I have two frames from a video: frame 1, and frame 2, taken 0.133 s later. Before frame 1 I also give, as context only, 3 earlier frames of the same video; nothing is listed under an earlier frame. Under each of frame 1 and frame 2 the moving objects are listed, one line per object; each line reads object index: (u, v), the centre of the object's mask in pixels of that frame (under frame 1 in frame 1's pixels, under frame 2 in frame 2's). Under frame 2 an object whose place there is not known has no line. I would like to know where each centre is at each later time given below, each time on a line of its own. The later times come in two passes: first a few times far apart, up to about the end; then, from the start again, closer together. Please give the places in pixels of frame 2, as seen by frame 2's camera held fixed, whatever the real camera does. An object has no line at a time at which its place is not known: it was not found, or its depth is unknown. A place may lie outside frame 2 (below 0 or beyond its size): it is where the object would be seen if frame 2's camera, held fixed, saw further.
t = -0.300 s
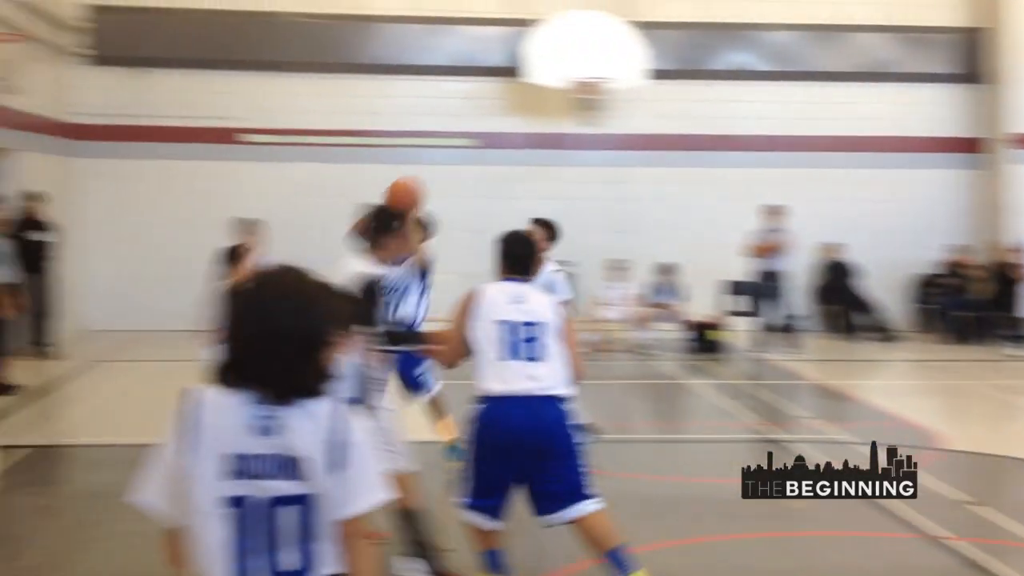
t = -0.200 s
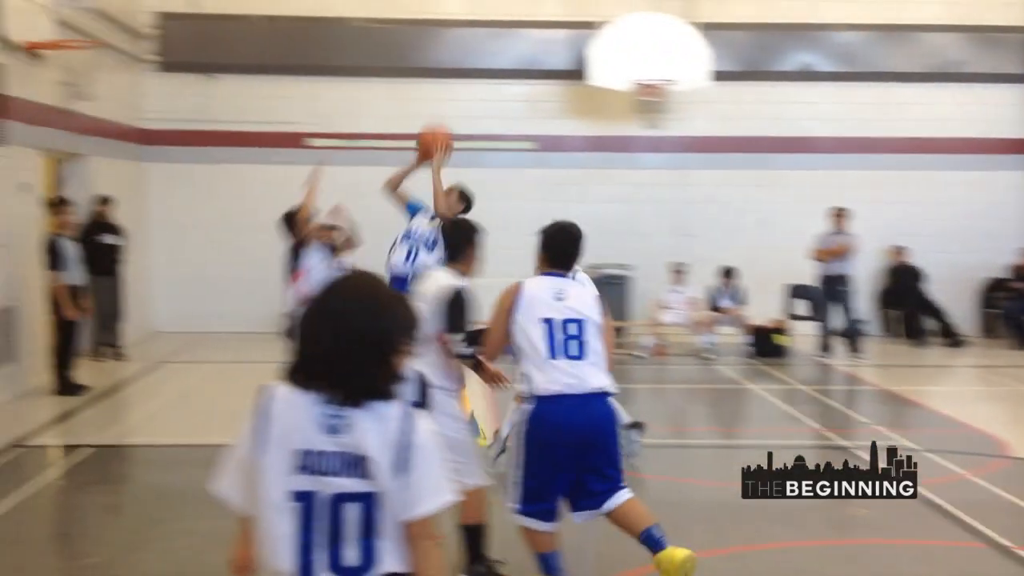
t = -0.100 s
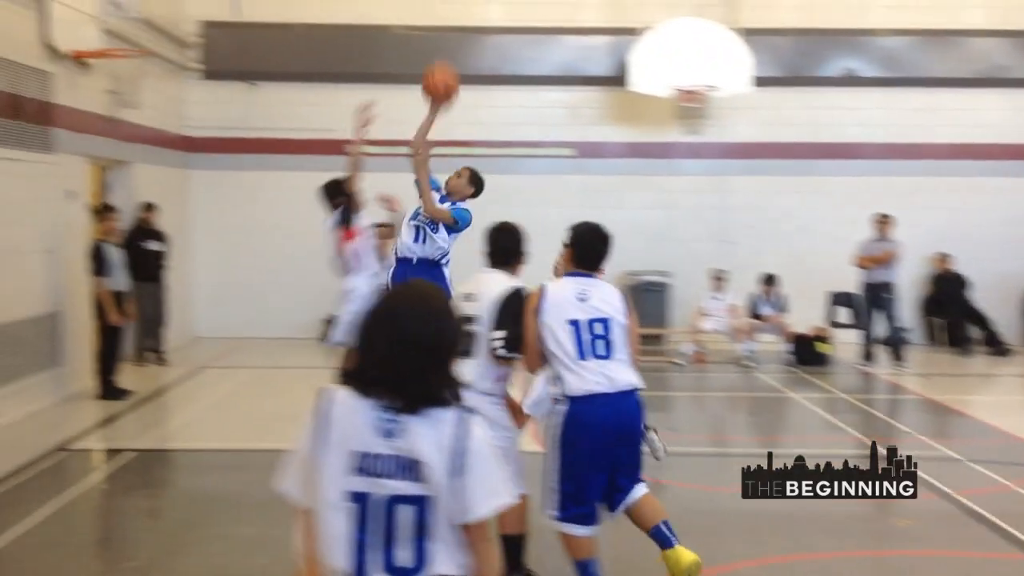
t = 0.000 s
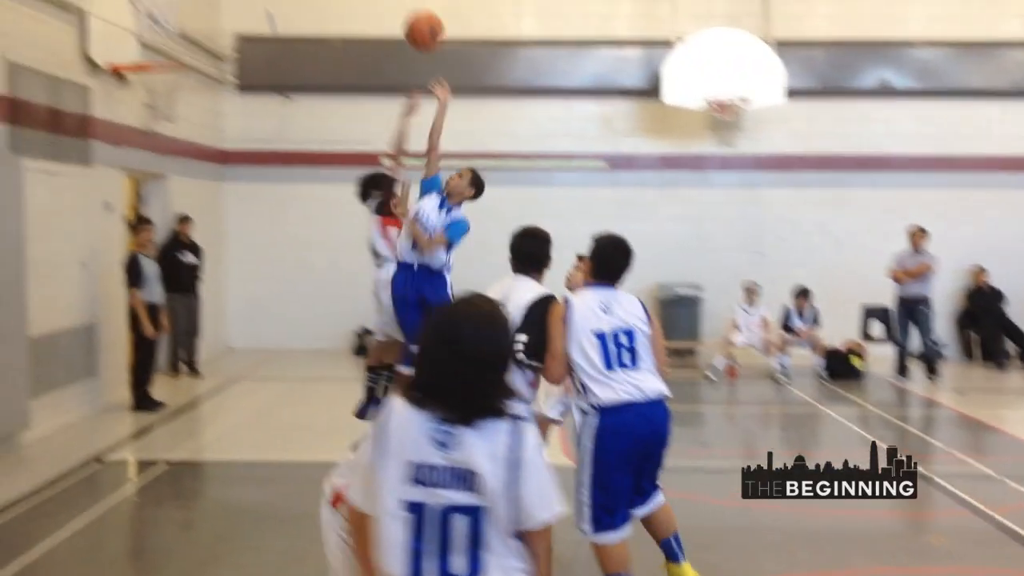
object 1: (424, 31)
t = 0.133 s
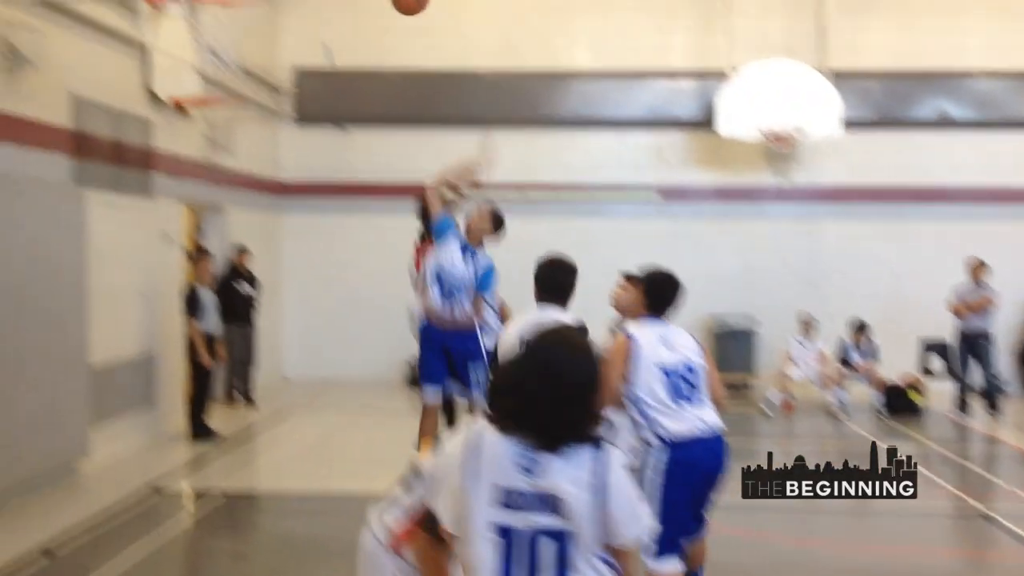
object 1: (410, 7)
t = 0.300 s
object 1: (318, -45)
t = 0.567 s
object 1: (179, -60)
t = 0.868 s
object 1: (190, -92)
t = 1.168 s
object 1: (232, -24)
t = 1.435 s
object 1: (233, 64)
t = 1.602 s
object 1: (220, 158)
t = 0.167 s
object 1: (392, -7)
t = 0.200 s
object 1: (373, -19)
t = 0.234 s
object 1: (355, -30)
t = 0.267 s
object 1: (338, -39)
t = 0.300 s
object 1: (318, -45)
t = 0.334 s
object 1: (298, -52)
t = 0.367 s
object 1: (281, -56)
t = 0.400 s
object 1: (262, -58)
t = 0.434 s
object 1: (242, -57)
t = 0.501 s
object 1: (202, -48)
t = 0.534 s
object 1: (185, -47)
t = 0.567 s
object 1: (179, -60)
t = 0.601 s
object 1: (174, -72)
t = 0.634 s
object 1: (168, -82)
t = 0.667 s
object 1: (162, -89)
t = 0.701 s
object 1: (162, -93)
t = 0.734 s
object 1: (168, -95)
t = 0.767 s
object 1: (174, -96)
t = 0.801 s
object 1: (179, -96)
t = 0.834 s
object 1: (185, -95)
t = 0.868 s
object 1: (190, -92)
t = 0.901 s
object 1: (195, -86)
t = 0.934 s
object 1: (199, -79)
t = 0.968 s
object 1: (203, -69)
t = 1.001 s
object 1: (209, -55)
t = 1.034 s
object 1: (214, -43)
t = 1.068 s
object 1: (218, -39)
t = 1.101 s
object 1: (223, -36)
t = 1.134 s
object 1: (227, -32)
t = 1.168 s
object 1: (232, -24)
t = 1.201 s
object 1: (237, -17)
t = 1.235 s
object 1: (241, -6)
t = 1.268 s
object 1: (245, 6)
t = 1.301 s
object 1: (244, 17)
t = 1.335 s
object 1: (242, 27)
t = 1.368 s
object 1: (239, 41)
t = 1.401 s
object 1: (236, 51)
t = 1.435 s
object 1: (233, 64)
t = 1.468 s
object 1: (232, 79)
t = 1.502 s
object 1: (229, 94)
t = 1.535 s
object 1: (227, 115)
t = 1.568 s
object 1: (223, 135)
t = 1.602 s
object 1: (220, 158)
